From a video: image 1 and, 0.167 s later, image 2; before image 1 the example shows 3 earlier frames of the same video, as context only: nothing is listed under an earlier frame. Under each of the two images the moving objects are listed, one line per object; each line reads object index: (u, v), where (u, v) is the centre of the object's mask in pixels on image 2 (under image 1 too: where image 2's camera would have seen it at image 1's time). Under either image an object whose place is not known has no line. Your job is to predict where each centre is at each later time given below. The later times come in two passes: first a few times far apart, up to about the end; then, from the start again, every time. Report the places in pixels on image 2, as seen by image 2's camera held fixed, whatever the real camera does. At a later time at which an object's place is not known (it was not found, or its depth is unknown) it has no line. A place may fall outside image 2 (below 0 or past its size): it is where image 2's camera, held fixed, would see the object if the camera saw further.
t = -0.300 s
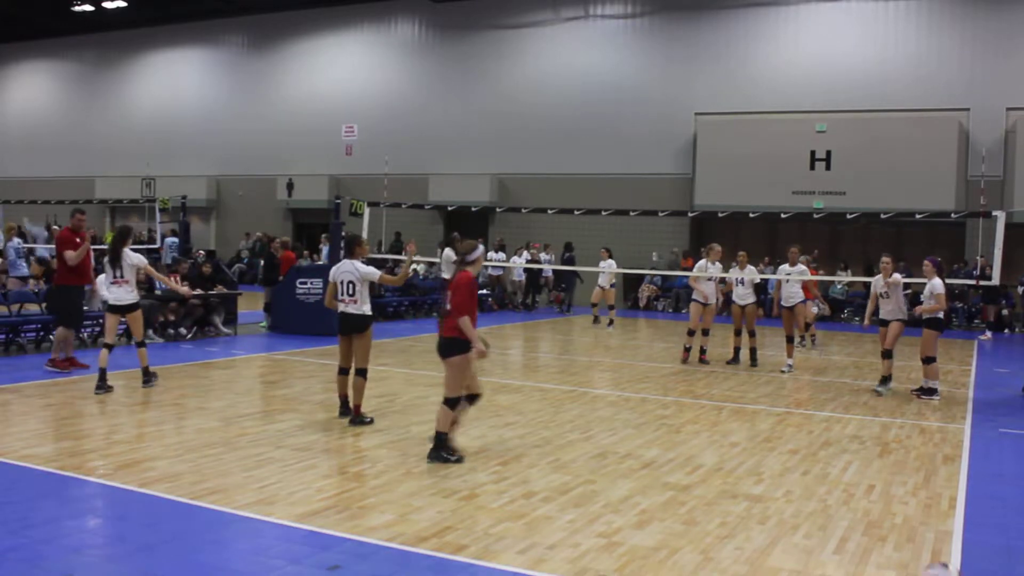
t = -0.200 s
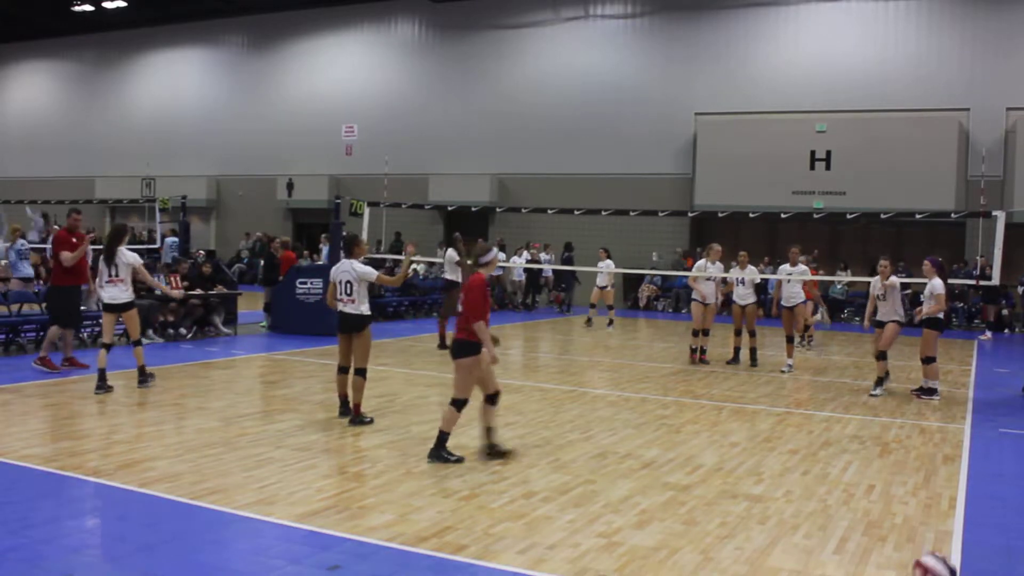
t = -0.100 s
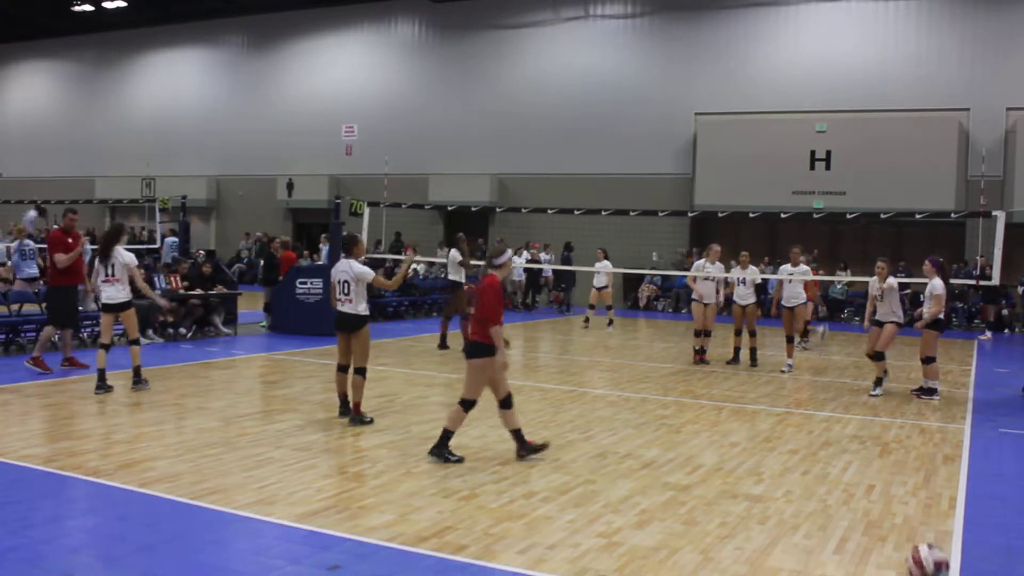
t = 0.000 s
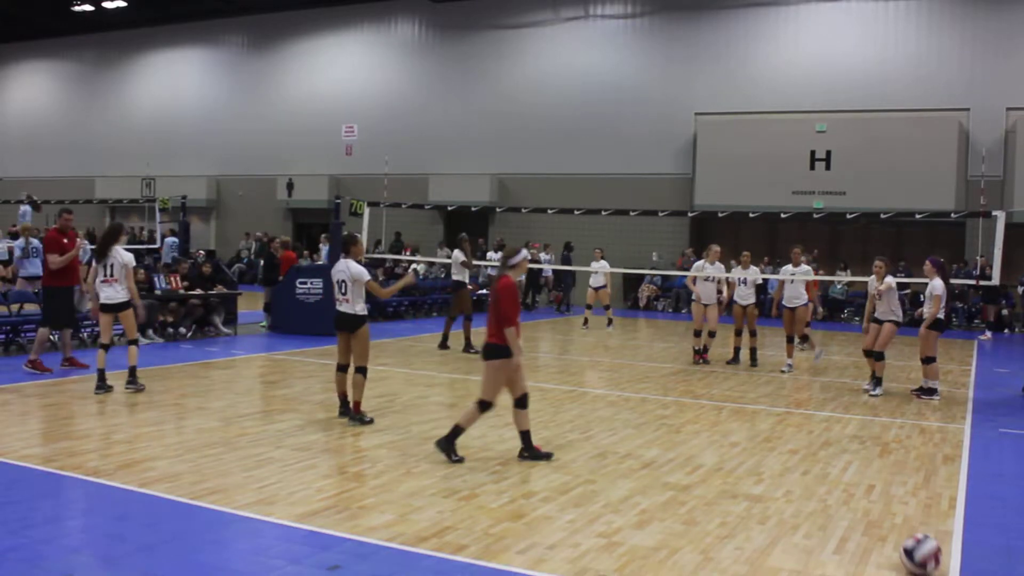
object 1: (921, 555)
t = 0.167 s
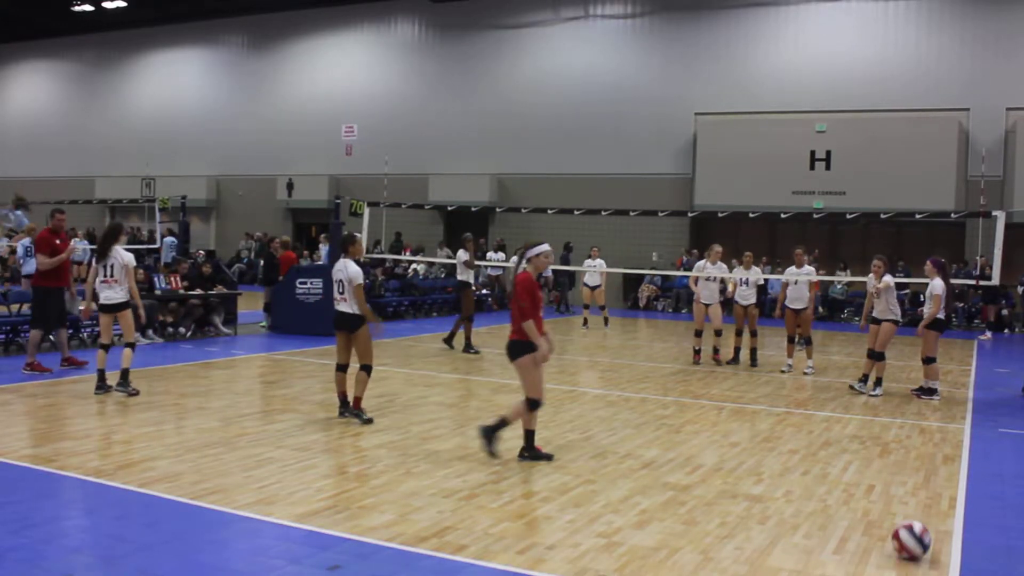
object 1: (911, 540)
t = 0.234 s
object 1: (907, 535)
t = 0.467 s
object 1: (897, 518)
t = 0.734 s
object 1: (887, 502)
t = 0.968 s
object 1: (877, 489)
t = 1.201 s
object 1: (872, 478)
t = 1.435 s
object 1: (867, 468)
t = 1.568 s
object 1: (864, 463)
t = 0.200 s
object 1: (909, 537)
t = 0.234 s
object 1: (907, 535)
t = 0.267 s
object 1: (906, 532)
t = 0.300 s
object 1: (904, 529)
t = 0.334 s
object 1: (903, 527)
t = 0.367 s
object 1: (901, 525)
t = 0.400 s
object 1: (900, 522)
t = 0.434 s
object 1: (899, 521)
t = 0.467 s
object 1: (897, 518)
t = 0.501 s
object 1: (894, 516)
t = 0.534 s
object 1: (893, 514)
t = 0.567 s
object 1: (892, 512)
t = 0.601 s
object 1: (891, 511)
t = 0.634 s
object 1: (890, 508)
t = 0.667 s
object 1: (888, 506)
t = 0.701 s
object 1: (887, 504)
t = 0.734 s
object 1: (887, 502)
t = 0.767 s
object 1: (885, 500)
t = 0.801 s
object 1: (883, 498)
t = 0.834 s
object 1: (882, 497)
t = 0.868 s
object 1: (882, 494)
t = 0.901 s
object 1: (880, 493)
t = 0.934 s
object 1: (879, 491)
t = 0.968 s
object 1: (877, 489)
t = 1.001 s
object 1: (877, 488)
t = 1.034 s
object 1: (876, 486)
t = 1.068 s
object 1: (875, 485)
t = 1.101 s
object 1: (874, 483)
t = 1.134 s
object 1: (874, 481)
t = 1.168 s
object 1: (873, 479)
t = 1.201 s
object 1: (872, 478)
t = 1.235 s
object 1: (871, 476)
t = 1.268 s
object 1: (870, 475)
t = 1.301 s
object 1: (870, 473)
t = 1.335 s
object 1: (869, 472)
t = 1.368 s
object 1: (868, 471)
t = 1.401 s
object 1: (867, 470)
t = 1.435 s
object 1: (867, 468)
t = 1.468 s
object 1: (866, 467)
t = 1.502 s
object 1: (866, 465)
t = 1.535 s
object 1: (865, 464)
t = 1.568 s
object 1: (864, 463)
